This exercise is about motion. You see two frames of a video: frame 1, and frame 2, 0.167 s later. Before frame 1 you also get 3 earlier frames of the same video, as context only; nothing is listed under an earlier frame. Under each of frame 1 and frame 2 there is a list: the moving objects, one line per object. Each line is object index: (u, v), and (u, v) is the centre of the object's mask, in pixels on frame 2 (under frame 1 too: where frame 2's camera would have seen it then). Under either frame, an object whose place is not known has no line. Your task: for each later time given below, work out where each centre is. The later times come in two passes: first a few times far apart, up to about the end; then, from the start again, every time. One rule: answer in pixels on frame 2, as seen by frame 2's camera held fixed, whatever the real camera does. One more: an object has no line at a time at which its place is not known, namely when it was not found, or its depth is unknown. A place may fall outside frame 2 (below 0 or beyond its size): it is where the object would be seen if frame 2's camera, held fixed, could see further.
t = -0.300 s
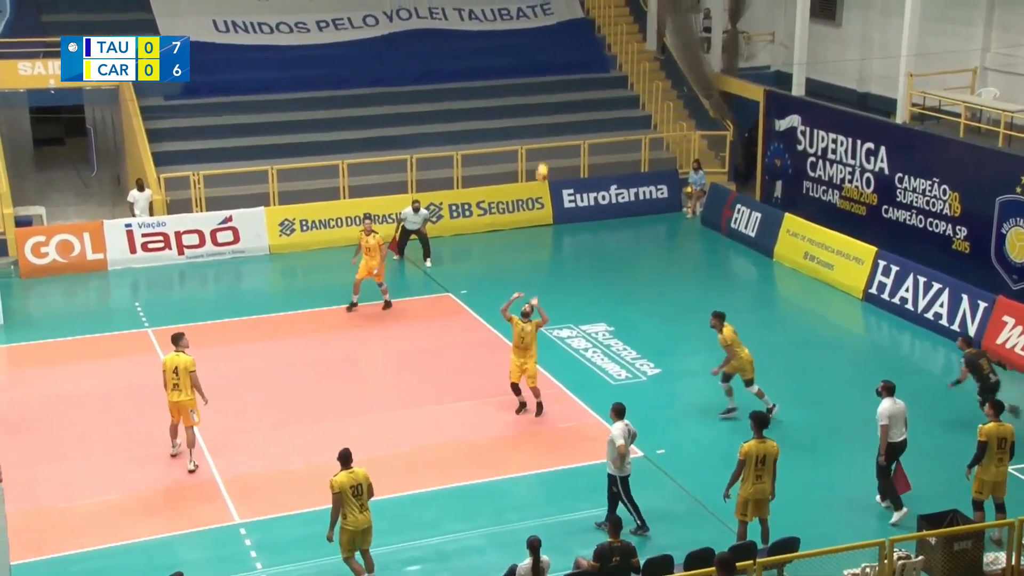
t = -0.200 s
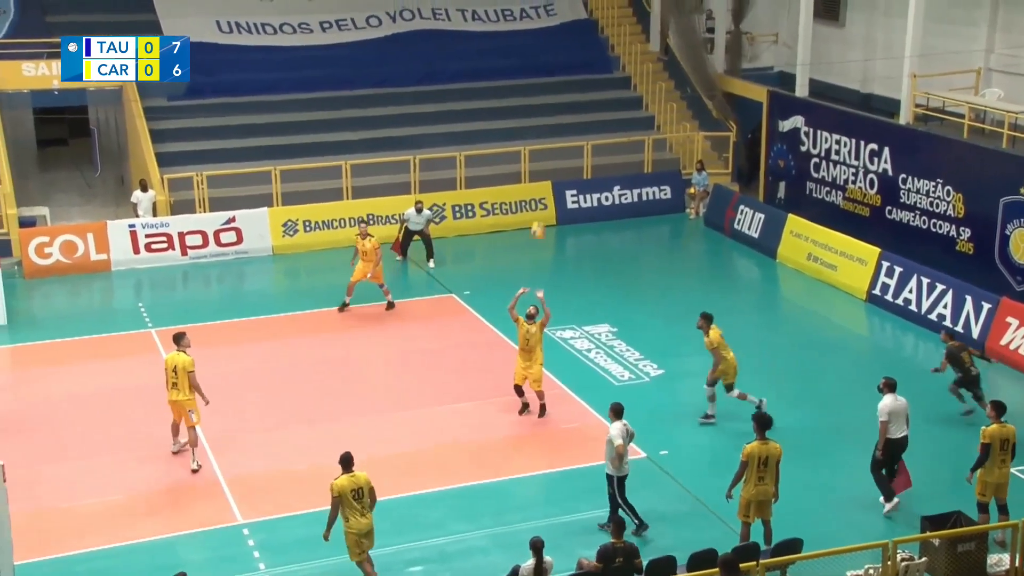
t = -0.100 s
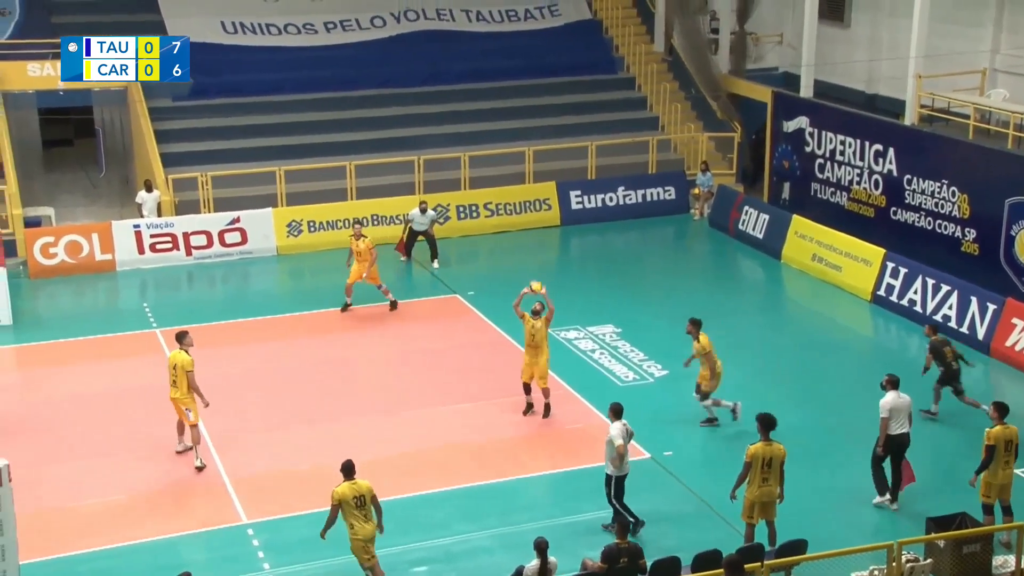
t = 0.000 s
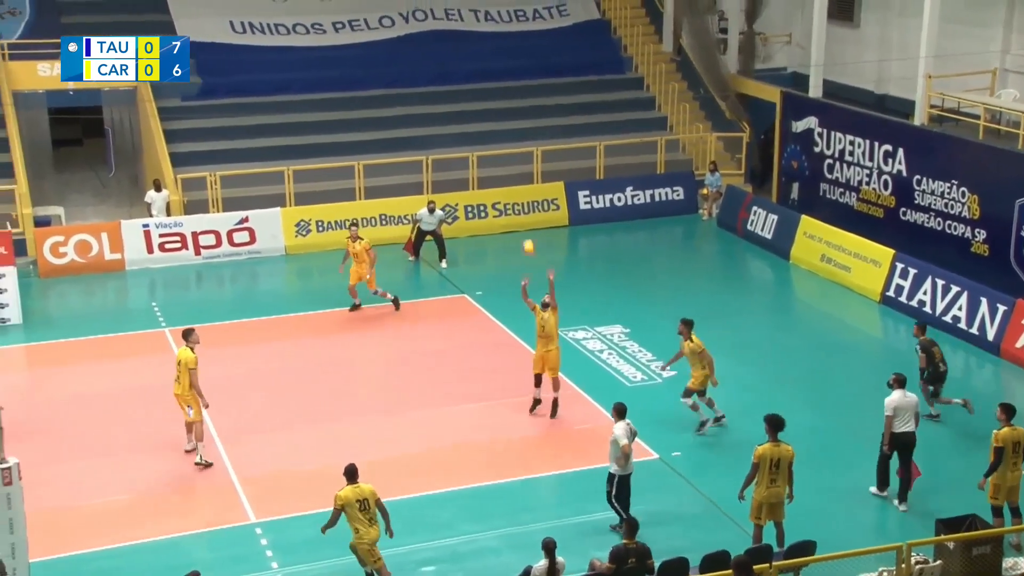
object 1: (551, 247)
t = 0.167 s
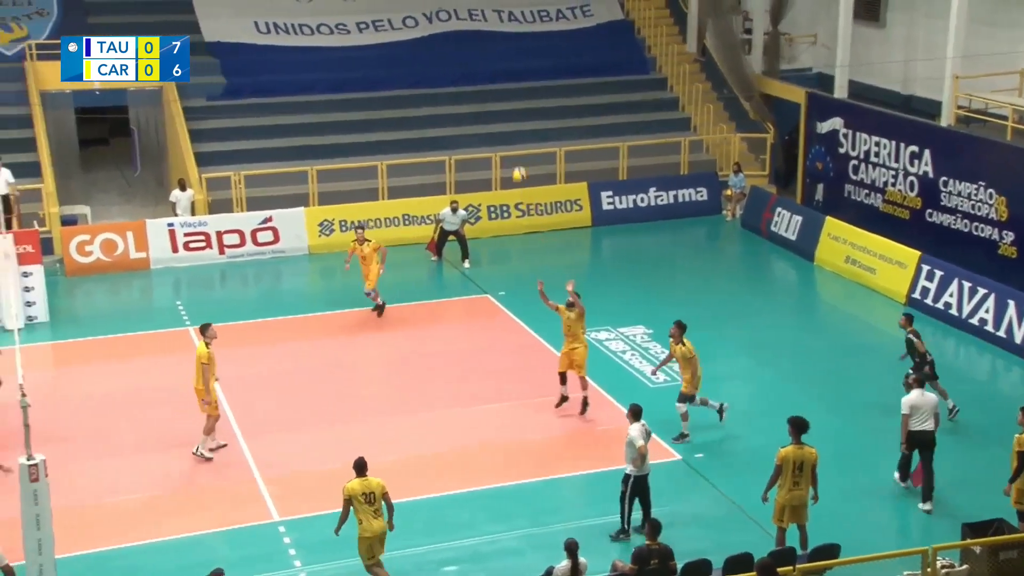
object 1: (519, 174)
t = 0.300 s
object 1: (492, 127)
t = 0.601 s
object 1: (434, 64)
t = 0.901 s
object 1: (375, 62)
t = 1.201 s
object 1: (319, 124)
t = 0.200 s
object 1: (512, 161)
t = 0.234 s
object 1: (506, 148)
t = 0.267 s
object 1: (499, 137)
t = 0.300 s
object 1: (492, 127)
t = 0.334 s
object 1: (486, 118)
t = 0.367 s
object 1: (479, 109)
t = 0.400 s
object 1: (473, 100)
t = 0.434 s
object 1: (466, 93)
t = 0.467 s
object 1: (460, 85)
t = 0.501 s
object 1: (453, 78)
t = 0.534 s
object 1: (447, 73)
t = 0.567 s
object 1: (440, 68)
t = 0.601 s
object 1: (434, 64)
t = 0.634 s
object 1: (427, 61)
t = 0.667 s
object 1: (420, 59)
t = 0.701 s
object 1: (414, 57)
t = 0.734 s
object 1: (407, 56)
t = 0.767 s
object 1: (401, 56)
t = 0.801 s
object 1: (395, 56)
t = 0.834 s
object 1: (388, 57)
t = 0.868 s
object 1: (382, 60)
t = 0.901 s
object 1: (375, 62)
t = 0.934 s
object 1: (369, 66)
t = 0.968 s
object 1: (362, 71)
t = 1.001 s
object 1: (356, 76)
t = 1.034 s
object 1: (350, 82)
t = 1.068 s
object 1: (343, 88)
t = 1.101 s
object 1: (337, 97)
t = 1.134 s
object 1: (331, 105)
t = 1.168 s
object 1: (325, 114)
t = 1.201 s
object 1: (319, 124)
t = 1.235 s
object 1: (313, 133)
